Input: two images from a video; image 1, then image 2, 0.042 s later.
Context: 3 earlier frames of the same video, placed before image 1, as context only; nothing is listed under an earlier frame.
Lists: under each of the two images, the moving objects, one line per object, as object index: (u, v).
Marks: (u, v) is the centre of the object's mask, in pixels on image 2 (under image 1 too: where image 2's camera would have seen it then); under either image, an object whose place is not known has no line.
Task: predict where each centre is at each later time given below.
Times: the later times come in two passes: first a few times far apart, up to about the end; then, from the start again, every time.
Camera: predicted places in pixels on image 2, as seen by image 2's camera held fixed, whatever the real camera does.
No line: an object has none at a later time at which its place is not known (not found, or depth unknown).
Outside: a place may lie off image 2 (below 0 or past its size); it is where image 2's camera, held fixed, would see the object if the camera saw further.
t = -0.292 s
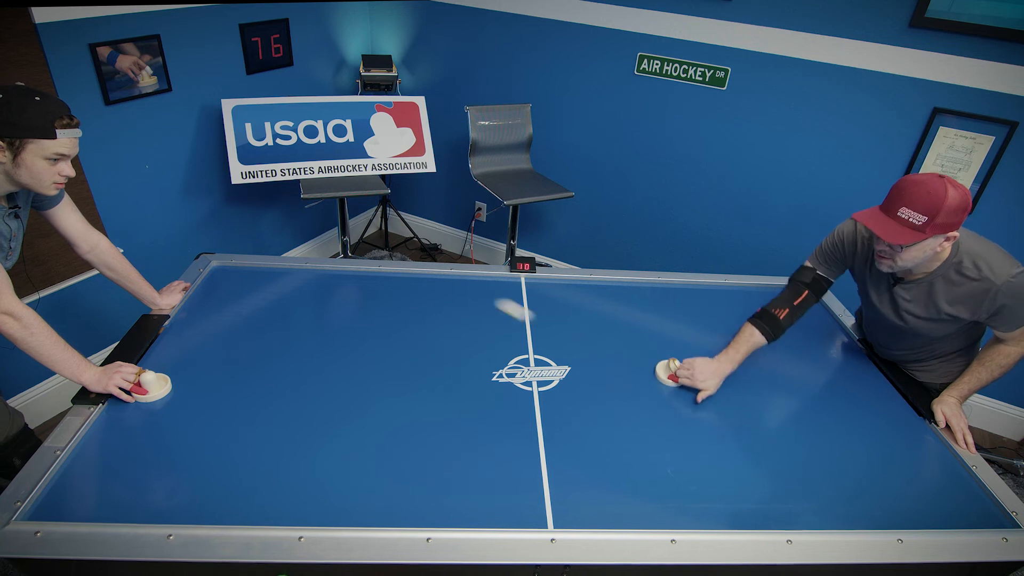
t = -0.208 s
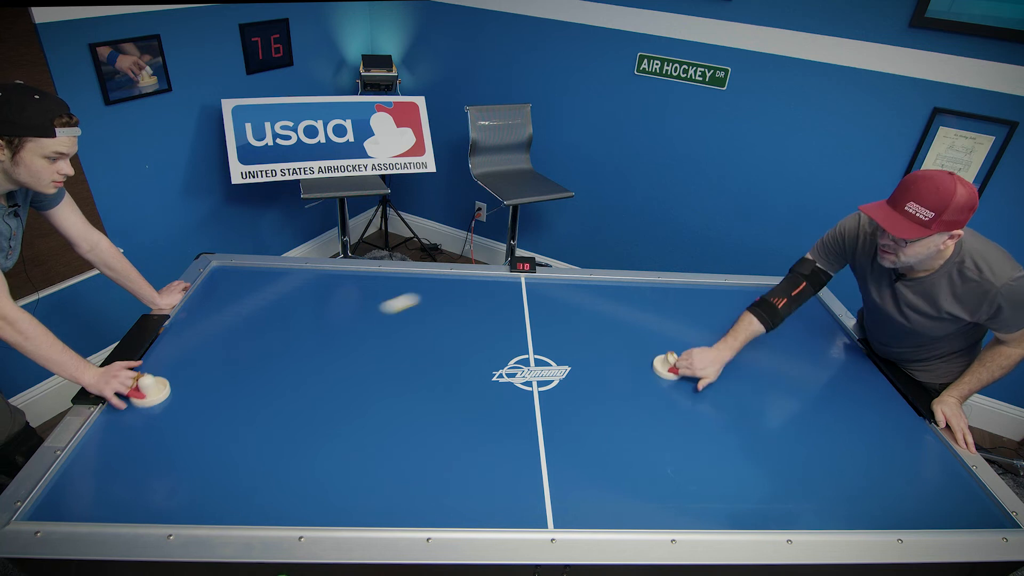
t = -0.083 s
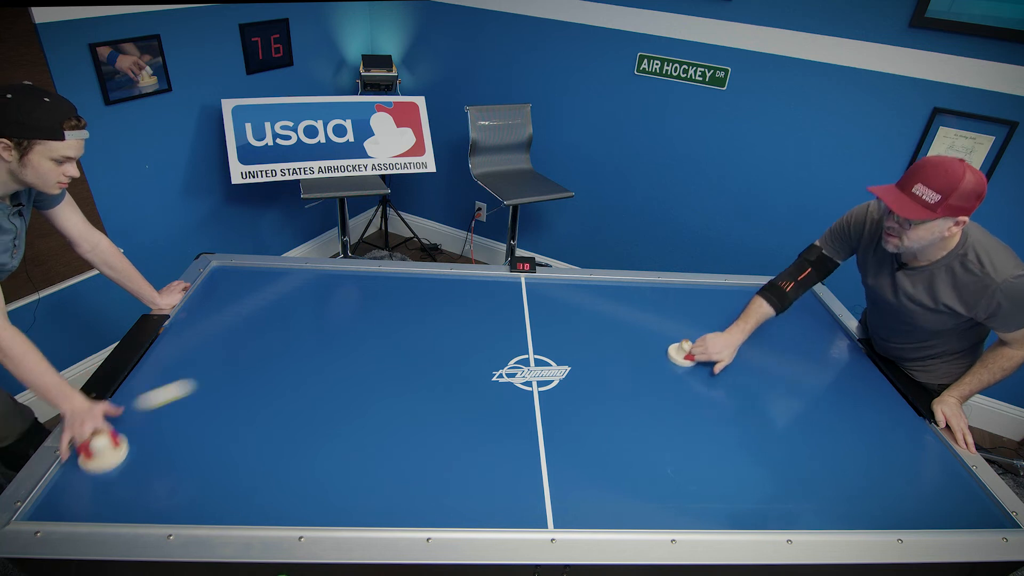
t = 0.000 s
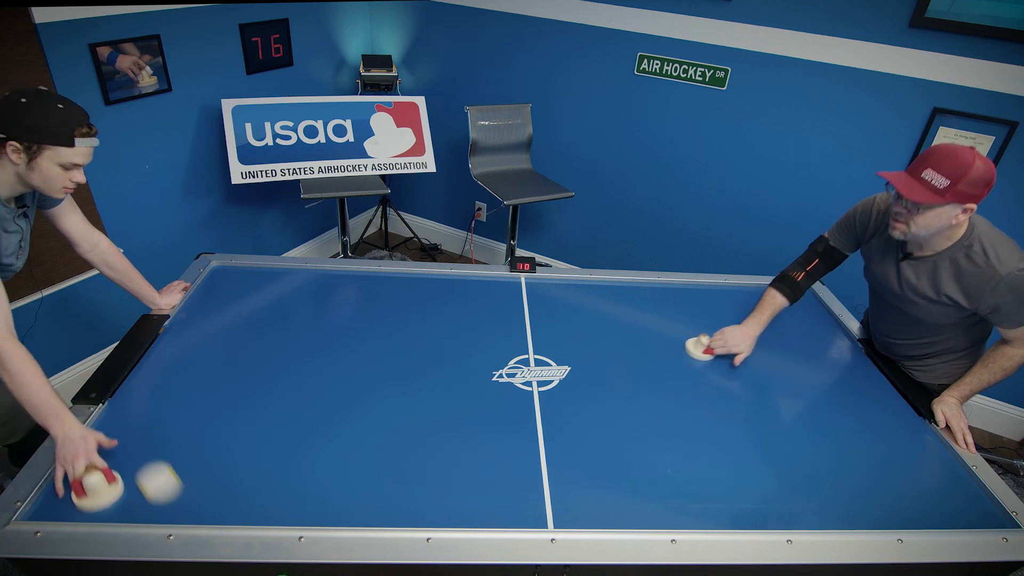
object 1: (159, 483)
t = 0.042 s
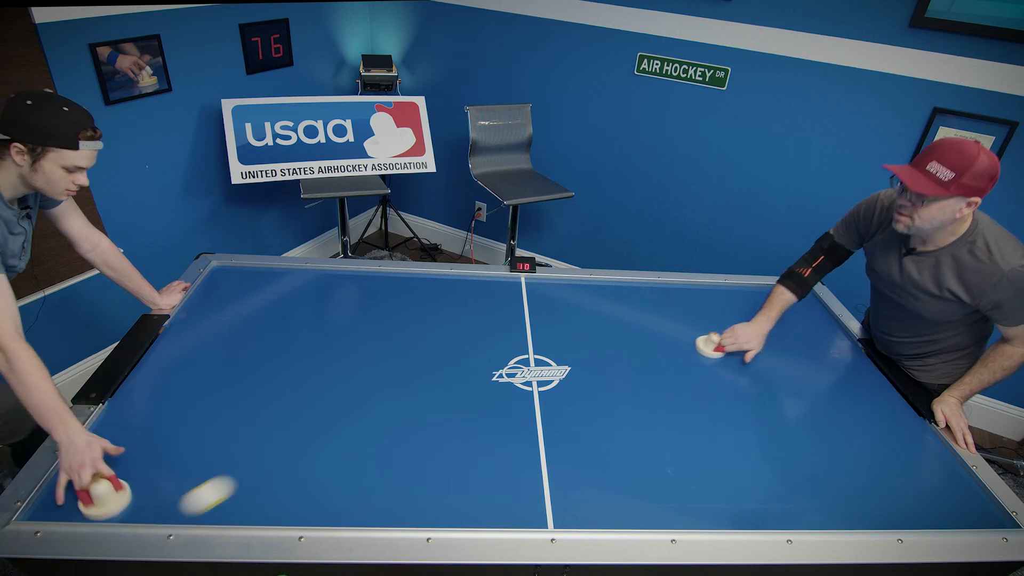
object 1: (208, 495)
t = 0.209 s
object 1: (414, 370)
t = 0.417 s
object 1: (568, 289)
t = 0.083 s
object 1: (270, 457)
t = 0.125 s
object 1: (324, 424)
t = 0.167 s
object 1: (372, 396)
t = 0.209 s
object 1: (414, 370)
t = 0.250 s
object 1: (451, 348)
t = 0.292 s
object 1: (484, 327)
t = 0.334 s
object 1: (513, 309)
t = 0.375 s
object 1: (542, 292)
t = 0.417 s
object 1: (568, 289)
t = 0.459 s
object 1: (598, 305)
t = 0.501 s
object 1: (630, 321)
